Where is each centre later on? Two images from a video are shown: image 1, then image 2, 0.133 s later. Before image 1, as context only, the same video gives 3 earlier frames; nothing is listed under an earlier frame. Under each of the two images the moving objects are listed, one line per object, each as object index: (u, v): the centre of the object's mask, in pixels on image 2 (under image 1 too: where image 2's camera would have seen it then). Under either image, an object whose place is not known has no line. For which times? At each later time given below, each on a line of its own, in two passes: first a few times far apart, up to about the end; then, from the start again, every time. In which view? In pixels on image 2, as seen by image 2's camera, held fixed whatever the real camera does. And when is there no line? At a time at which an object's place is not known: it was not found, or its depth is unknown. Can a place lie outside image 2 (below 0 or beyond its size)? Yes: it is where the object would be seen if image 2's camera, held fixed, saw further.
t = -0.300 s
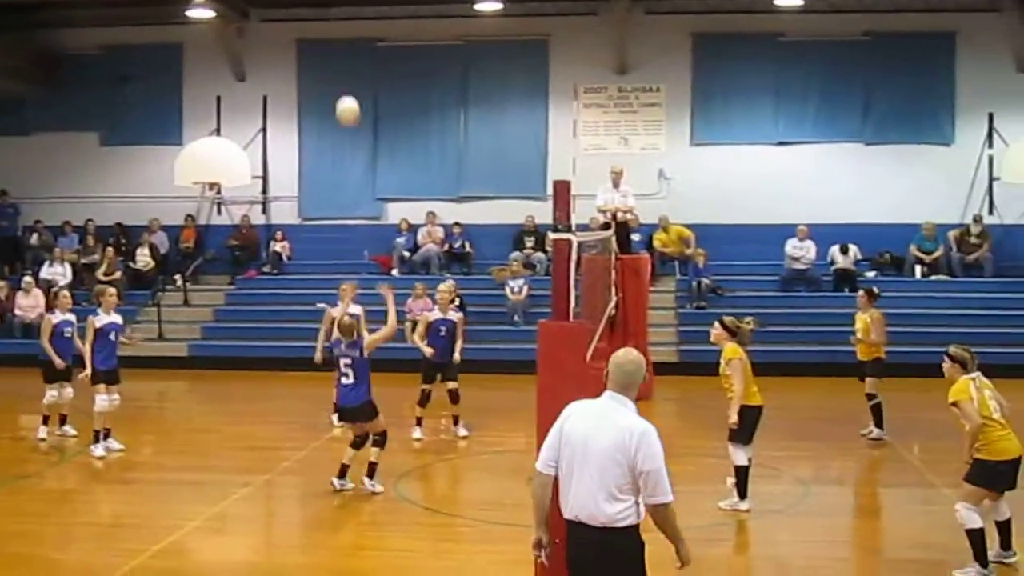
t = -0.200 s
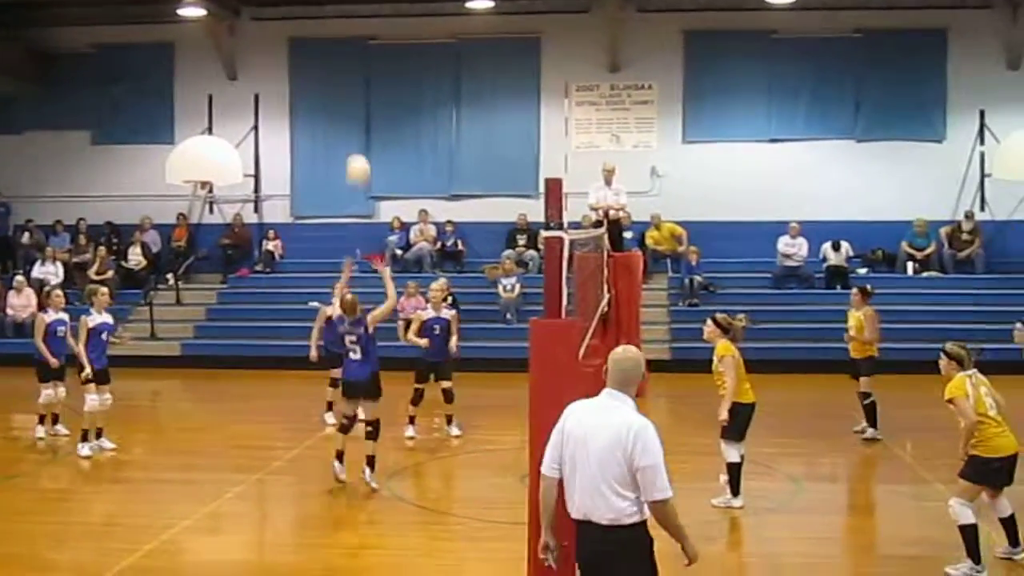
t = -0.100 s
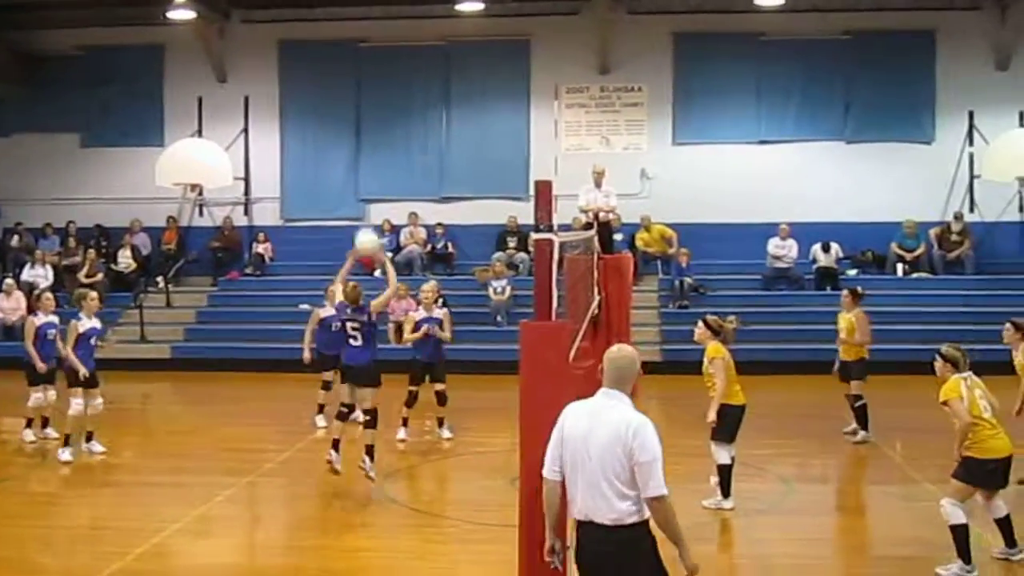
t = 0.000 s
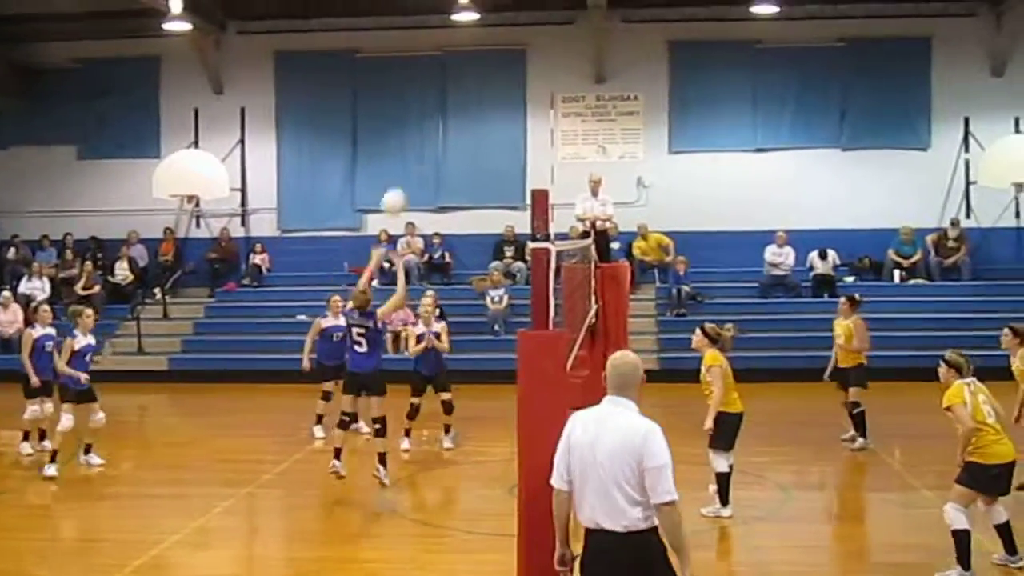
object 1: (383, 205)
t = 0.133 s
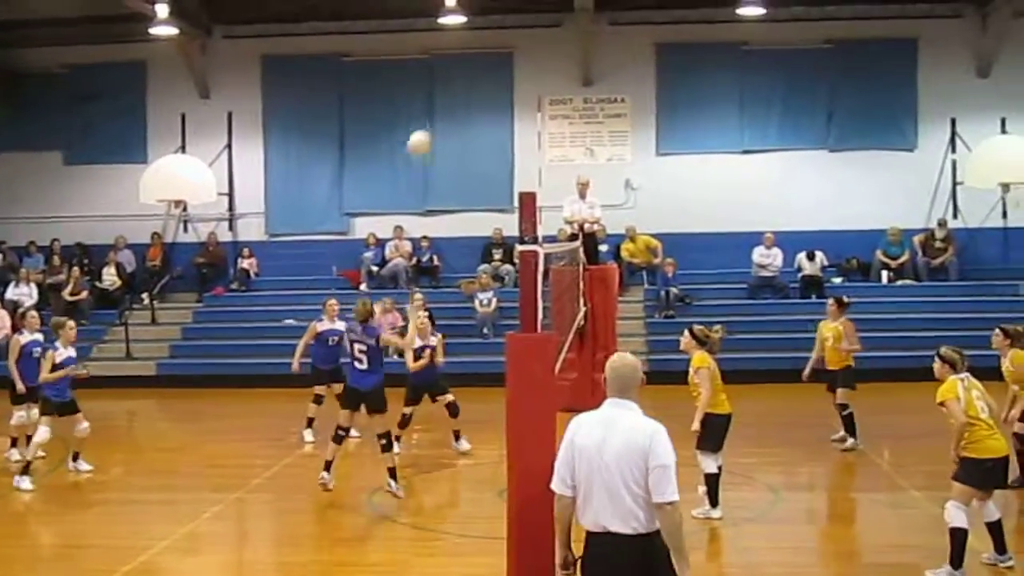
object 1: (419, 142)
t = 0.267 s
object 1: (456, 105)
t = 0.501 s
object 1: (511, 85)
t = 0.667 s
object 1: (546, 103)
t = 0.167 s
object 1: (428, 130)
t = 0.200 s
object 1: (437, 121)
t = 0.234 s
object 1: (445, 112)
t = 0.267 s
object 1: (456, 105)
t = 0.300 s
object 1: (463, 98)
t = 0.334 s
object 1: (473, 93)
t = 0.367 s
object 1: (480, 89)
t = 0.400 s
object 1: (488, 87)
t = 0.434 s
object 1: (496, 85)
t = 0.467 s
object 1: (504, 85)
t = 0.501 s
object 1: (511, 85)
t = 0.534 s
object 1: (519, 86)
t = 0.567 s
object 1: (525, 88)
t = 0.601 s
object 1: (532, 92)
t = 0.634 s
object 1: (540, 99)
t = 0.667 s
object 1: (546, 103)
